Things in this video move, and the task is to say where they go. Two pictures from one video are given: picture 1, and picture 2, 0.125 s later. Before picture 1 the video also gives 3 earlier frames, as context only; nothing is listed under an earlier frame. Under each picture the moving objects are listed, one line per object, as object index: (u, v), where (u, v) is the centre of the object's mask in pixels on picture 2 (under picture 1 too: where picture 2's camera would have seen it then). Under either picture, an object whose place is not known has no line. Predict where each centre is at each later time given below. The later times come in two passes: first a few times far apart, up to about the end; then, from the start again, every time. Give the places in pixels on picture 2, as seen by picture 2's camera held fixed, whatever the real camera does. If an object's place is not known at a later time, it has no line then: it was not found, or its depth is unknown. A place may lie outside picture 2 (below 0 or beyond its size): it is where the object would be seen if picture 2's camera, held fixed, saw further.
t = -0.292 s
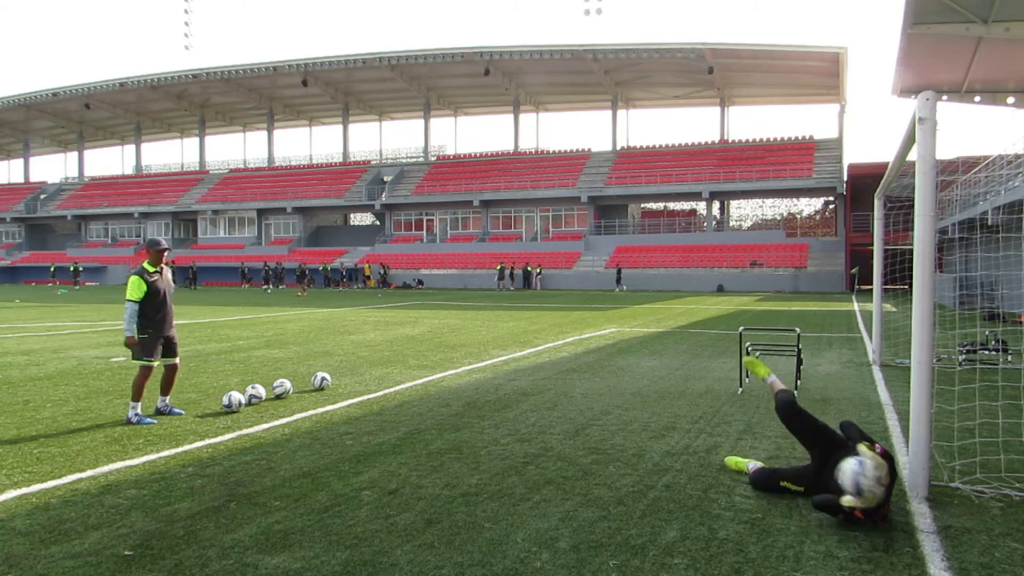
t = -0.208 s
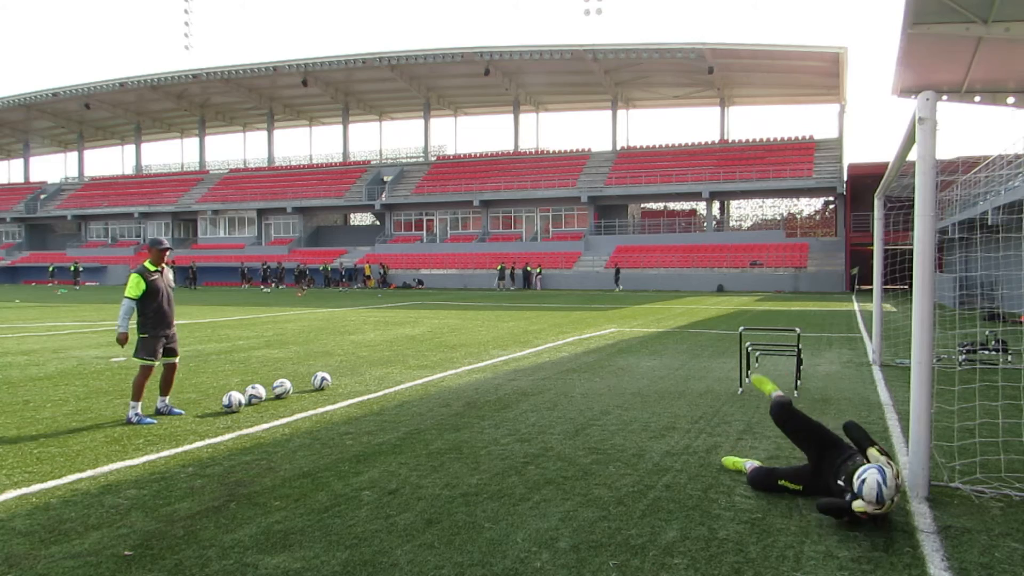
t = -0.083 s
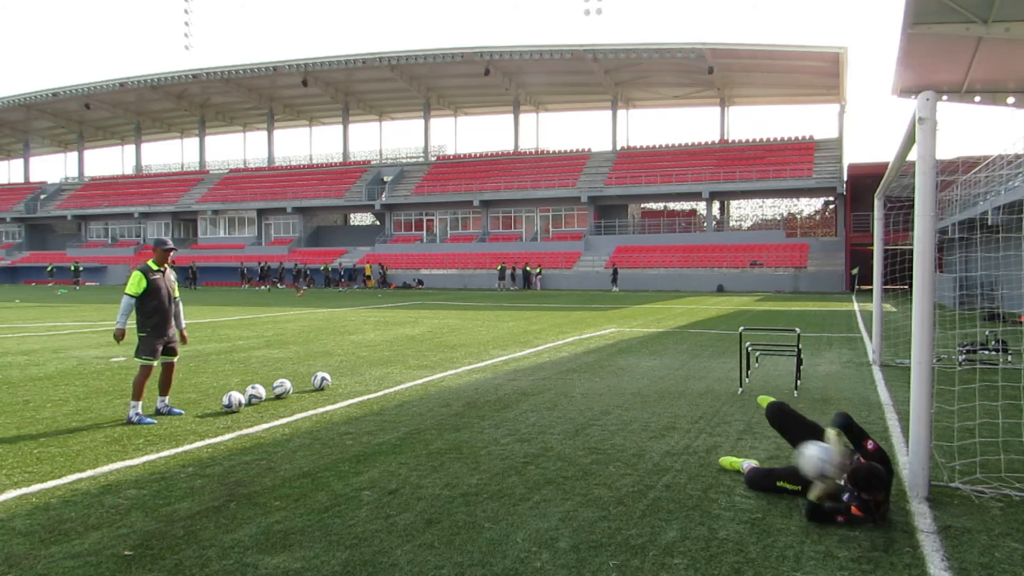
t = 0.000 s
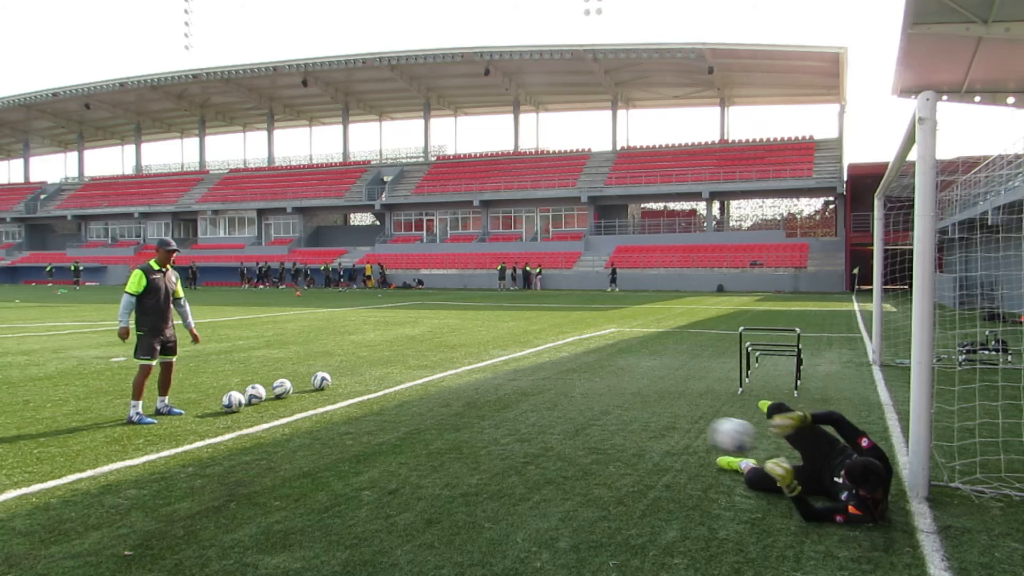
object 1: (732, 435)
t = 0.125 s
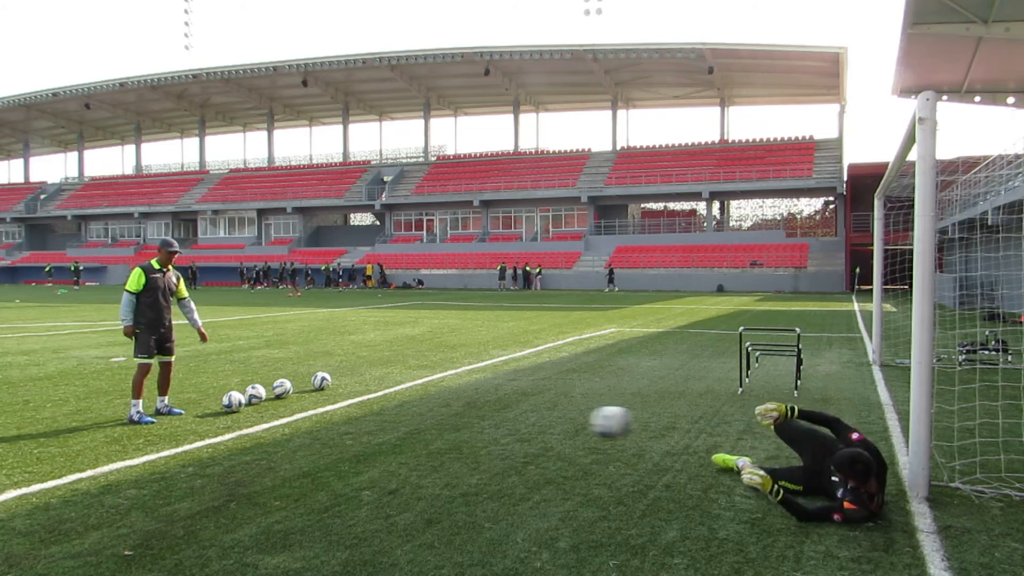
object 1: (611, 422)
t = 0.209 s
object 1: (539, 426)
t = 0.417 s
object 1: (403, 445)
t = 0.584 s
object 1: (353, 413)
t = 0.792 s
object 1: (296, 421)
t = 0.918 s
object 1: (263, 434)
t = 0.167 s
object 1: (573, 423)
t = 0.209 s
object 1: (539, 426)
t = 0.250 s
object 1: (505, 432)
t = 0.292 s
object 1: (474, 442)
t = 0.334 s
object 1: (443, 452)
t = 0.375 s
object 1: (417, 461)
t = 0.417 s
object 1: (403, 445)
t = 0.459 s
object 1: (390, 434)
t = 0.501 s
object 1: (377, 424)
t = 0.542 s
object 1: (366, 418)
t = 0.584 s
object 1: (353, 413)
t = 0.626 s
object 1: (342, 410)
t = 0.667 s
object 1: (330, 410)
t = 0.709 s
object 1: (318, 411)
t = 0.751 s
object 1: (307, 415)
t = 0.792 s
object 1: (296, 421)
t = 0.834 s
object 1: (286, 429)
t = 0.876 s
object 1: (275, 440)
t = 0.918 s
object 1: (263, 434)
